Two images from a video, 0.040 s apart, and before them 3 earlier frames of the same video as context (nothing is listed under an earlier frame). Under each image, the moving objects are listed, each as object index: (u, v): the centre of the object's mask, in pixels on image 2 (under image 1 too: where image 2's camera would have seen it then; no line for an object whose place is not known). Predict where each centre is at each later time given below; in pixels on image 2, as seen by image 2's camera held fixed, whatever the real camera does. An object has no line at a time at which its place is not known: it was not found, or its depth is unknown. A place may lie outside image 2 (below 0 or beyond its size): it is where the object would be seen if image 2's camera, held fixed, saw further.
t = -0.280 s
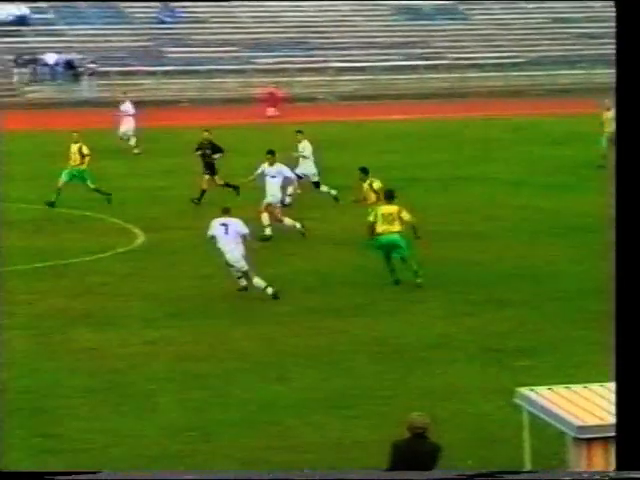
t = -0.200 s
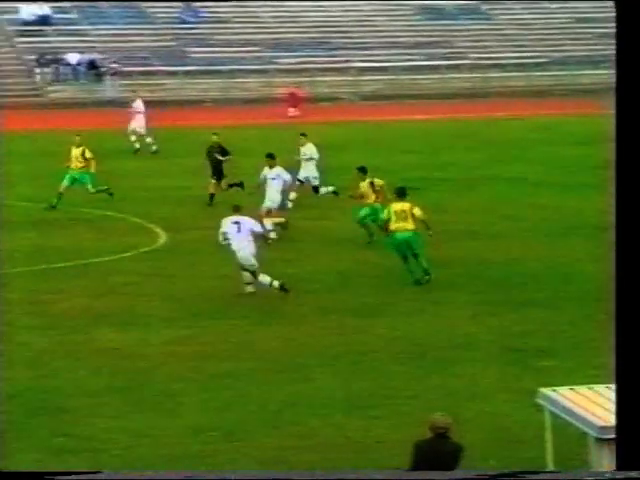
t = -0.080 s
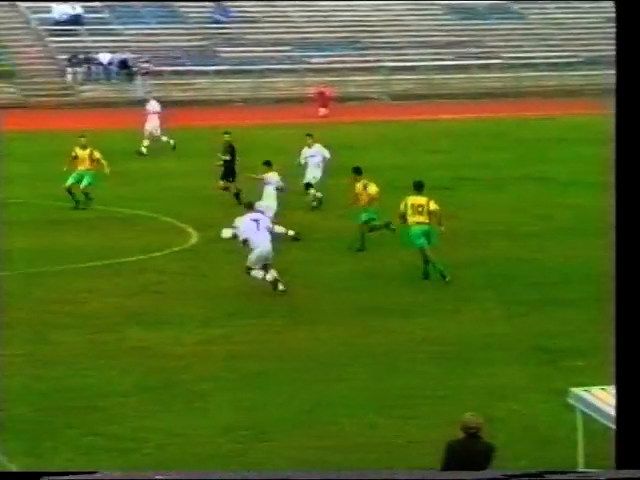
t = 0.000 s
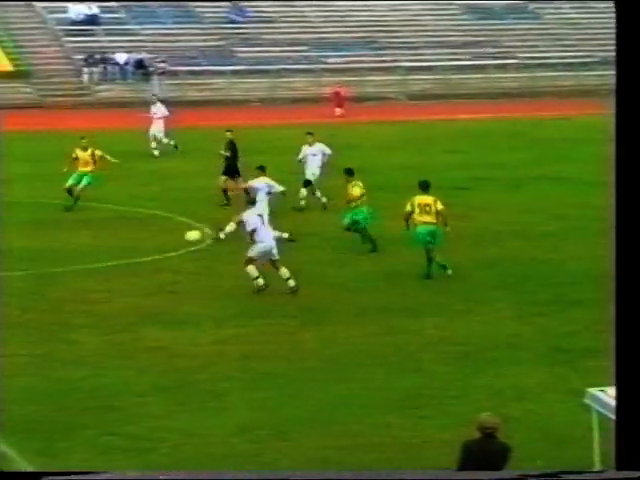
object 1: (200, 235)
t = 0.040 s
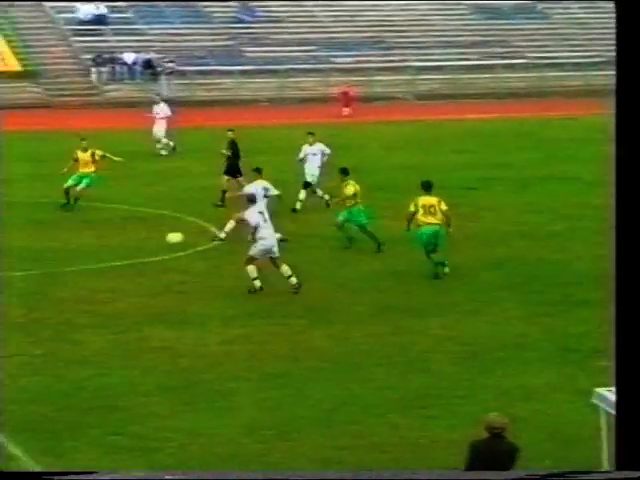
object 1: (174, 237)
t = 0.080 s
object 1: (149, 241)
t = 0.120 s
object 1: (124, 245)
